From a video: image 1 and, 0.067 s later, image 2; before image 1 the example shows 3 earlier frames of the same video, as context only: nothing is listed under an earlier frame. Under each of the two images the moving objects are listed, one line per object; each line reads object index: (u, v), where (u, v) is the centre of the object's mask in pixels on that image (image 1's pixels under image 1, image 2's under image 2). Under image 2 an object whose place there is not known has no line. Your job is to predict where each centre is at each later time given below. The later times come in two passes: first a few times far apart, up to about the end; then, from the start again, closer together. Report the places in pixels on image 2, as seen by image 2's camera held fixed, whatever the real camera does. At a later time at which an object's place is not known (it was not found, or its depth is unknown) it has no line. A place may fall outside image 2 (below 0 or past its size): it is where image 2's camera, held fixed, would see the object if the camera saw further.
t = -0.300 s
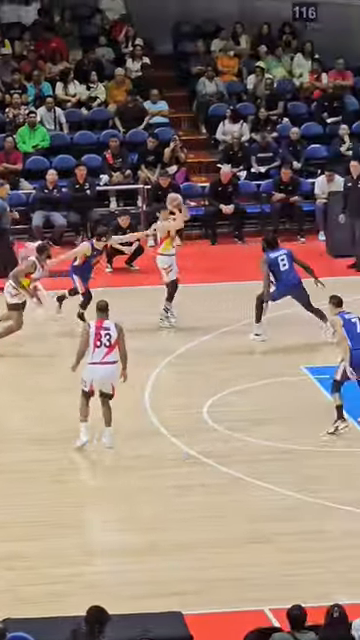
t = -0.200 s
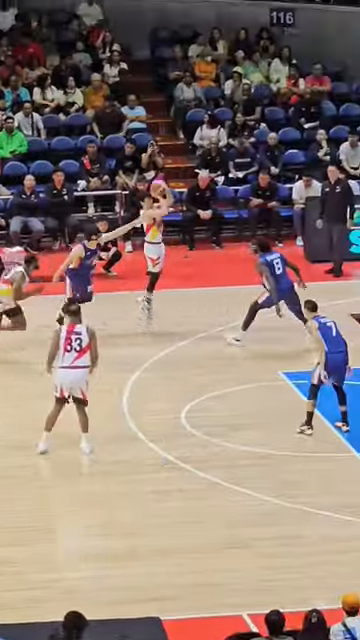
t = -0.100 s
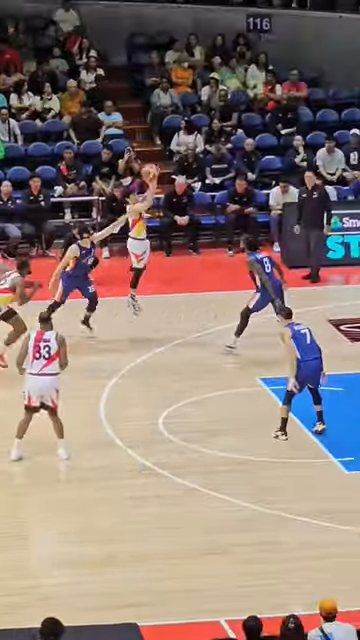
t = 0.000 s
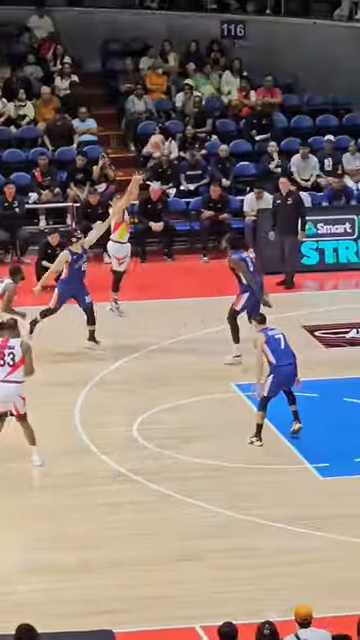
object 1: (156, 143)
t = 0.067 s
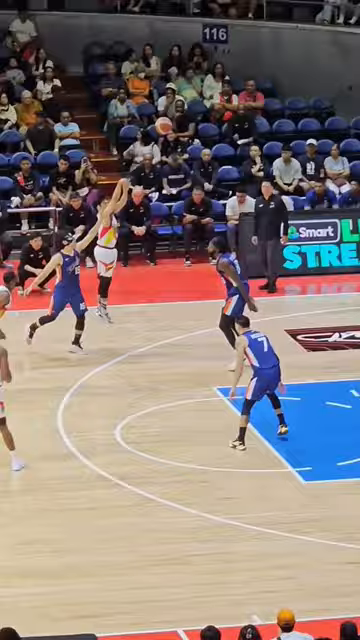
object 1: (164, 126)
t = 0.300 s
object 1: (247, 74)
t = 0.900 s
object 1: (472, 97)
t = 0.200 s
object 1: (214, 93)
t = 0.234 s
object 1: (224, 86)
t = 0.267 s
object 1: (235, 79)
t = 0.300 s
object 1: (247, 74)
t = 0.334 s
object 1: (259, 70)
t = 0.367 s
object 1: (272, 66)
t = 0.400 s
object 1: (283, 62)
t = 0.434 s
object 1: (295, 60)
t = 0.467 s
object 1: (308, 58)
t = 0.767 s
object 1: (420, 70)
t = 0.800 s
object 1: (433, 76)
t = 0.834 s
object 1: (447, 81)
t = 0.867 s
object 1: (457, 87)
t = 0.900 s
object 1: (472, 97)
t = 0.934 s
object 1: (485, 106)
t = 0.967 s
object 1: (498, 113)
